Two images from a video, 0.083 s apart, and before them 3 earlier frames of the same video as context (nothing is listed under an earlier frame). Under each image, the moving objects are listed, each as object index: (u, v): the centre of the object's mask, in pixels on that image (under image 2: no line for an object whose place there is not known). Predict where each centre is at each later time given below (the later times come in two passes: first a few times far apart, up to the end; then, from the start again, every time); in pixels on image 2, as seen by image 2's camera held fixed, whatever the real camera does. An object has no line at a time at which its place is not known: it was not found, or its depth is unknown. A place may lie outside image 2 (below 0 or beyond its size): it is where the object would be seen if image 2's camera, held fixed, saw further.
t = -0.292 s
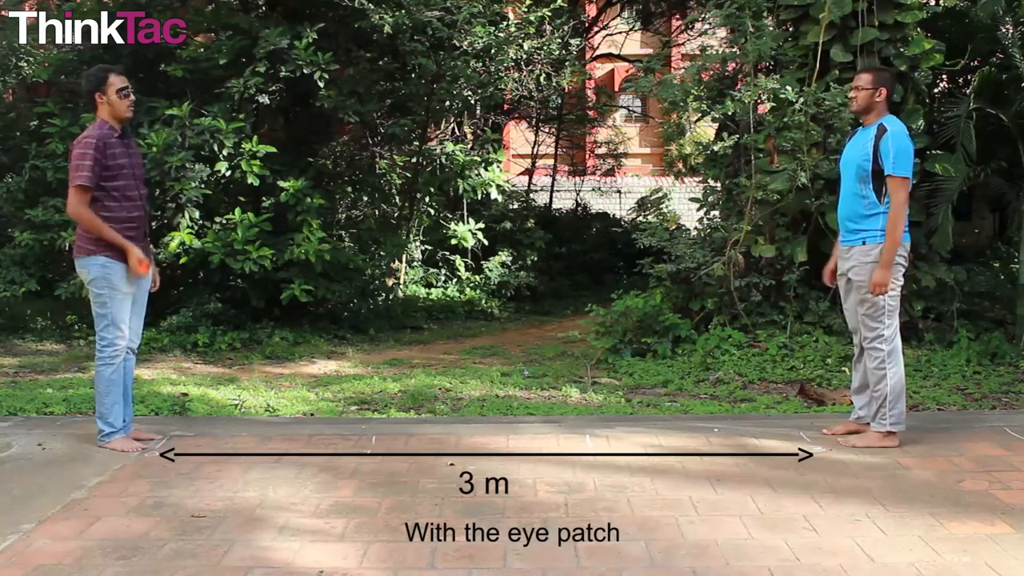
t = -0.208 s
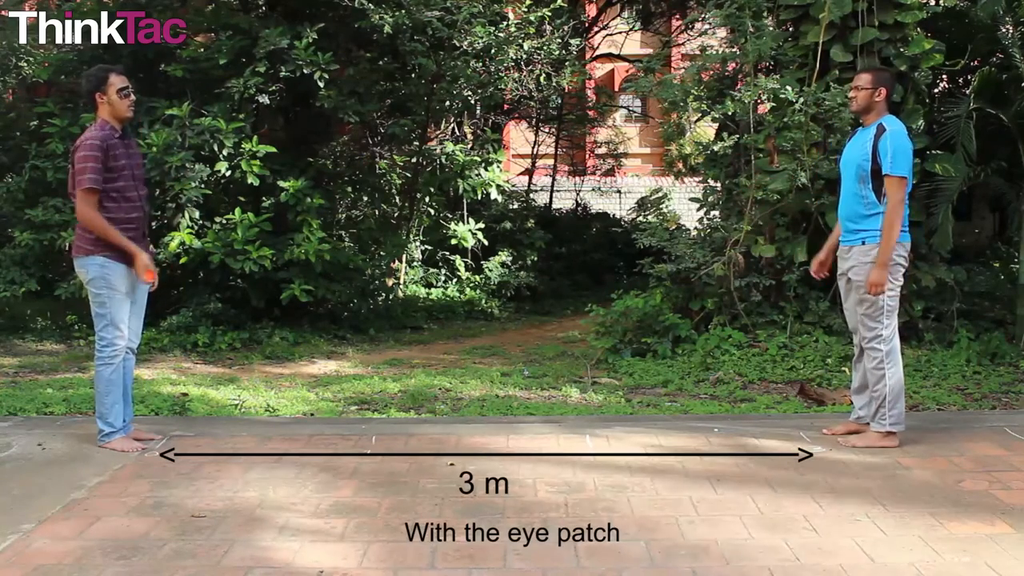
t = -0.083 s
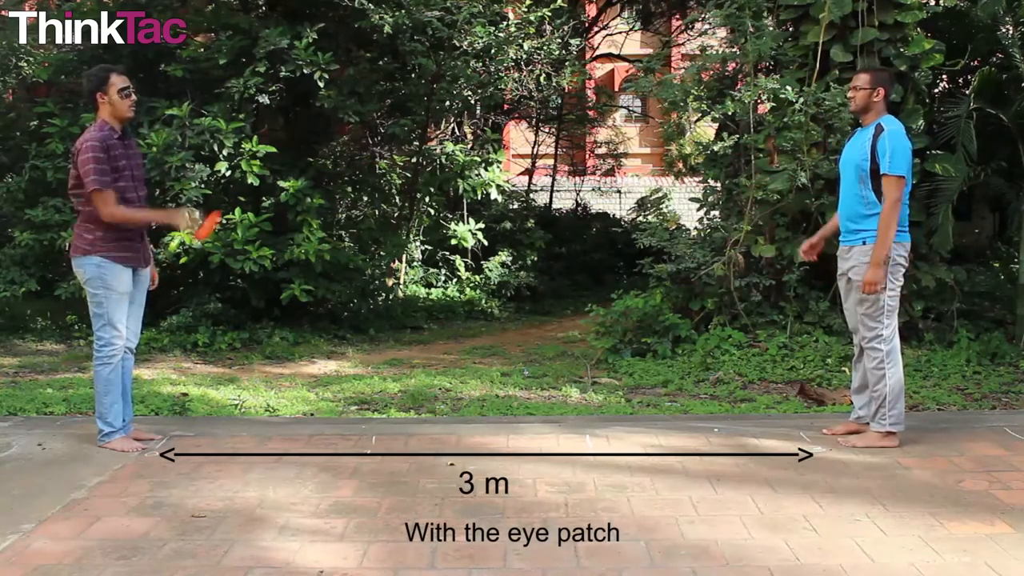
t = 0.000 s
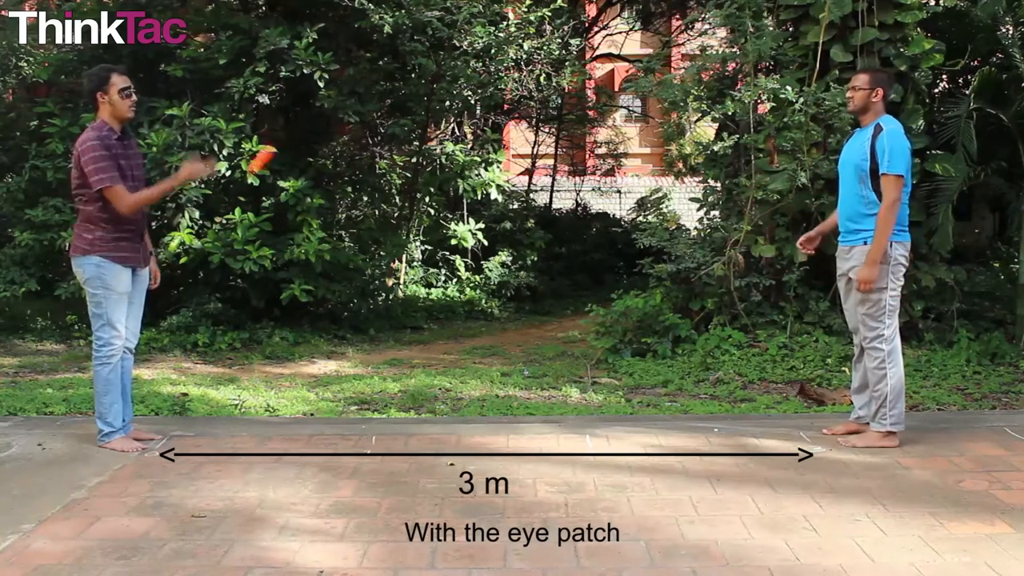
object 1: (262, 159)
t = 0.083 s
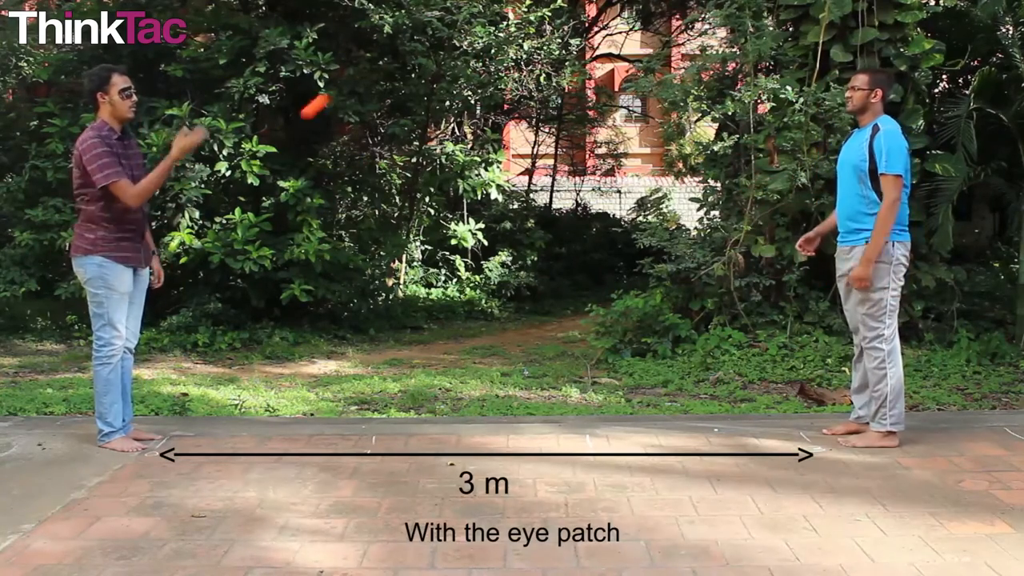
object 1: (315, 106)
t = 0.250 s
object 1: (425, 45)
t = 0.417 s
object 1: (535, 44)
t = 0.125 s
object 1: (342, 85)
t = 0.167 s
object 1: (370, 68)
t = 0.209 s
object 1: (397, 54)
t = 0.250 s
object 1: (425, 45)
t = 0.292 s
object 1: (451, 39)
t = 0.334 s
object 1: (479, 36)
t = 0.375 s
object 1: (507, 39)
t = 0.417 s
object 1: (535, 44)
